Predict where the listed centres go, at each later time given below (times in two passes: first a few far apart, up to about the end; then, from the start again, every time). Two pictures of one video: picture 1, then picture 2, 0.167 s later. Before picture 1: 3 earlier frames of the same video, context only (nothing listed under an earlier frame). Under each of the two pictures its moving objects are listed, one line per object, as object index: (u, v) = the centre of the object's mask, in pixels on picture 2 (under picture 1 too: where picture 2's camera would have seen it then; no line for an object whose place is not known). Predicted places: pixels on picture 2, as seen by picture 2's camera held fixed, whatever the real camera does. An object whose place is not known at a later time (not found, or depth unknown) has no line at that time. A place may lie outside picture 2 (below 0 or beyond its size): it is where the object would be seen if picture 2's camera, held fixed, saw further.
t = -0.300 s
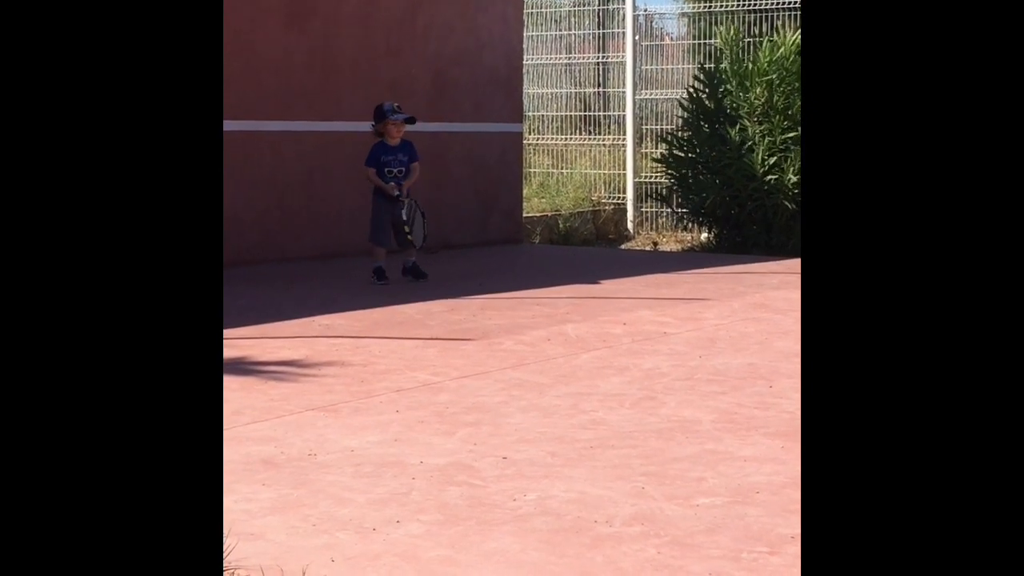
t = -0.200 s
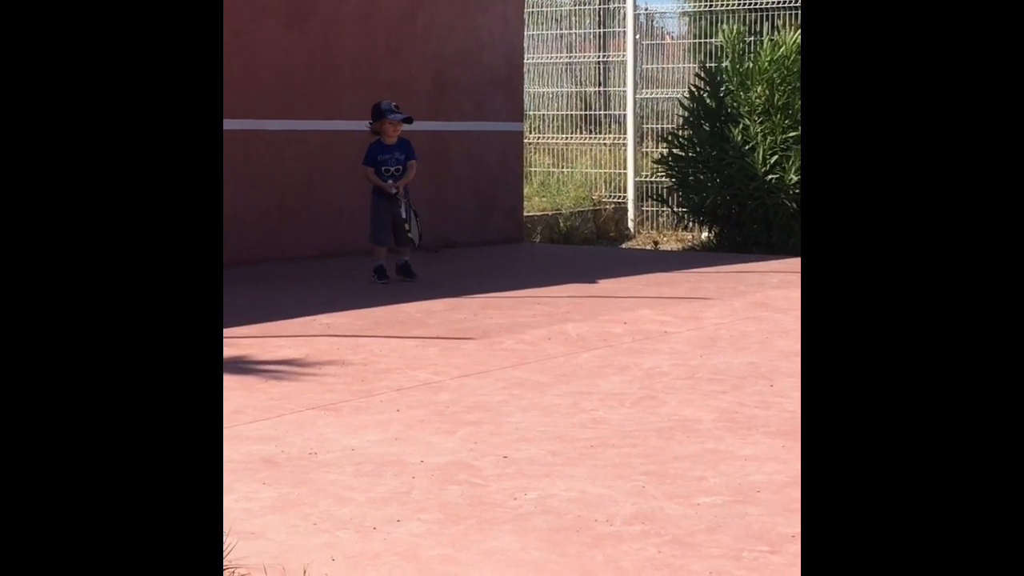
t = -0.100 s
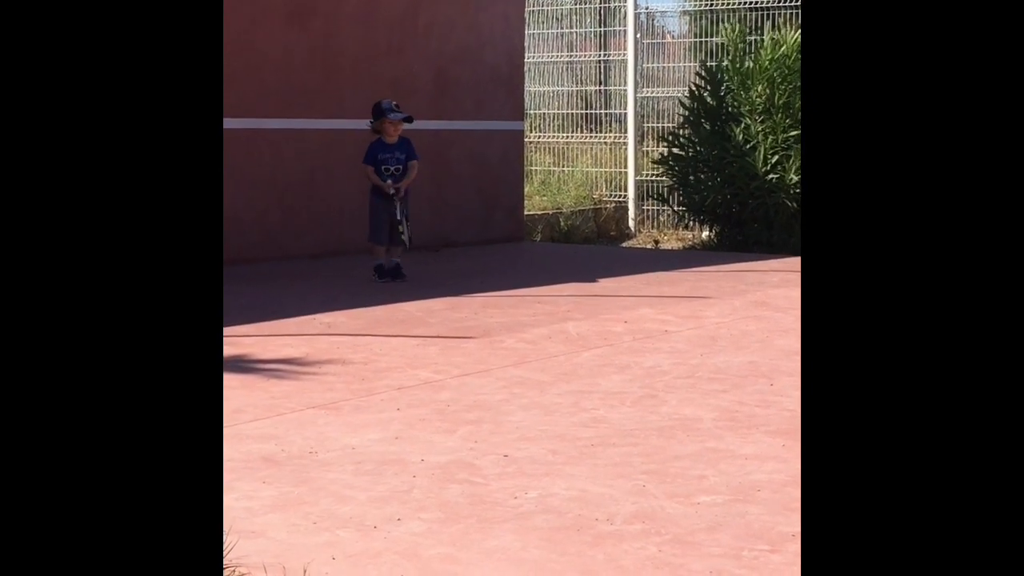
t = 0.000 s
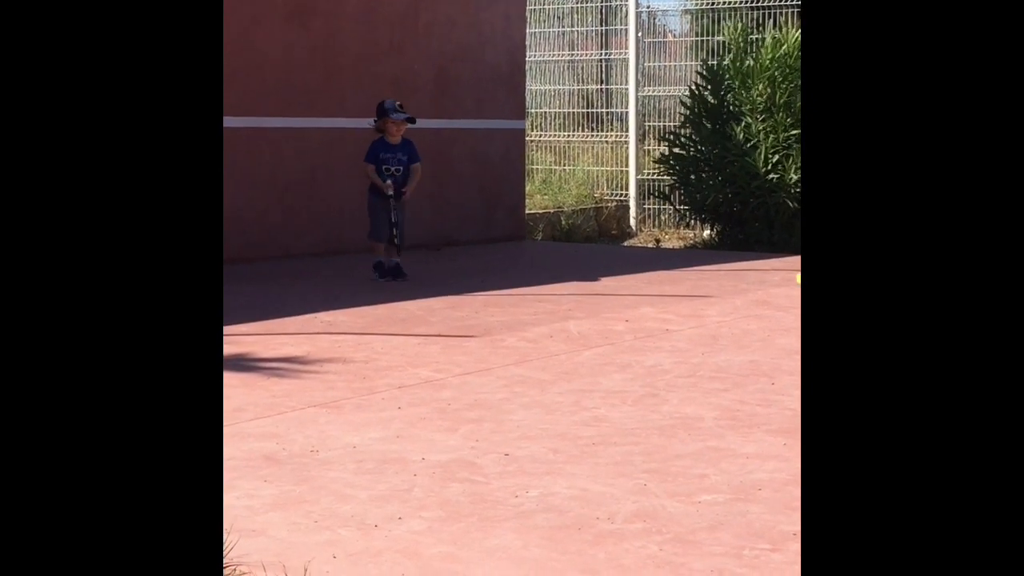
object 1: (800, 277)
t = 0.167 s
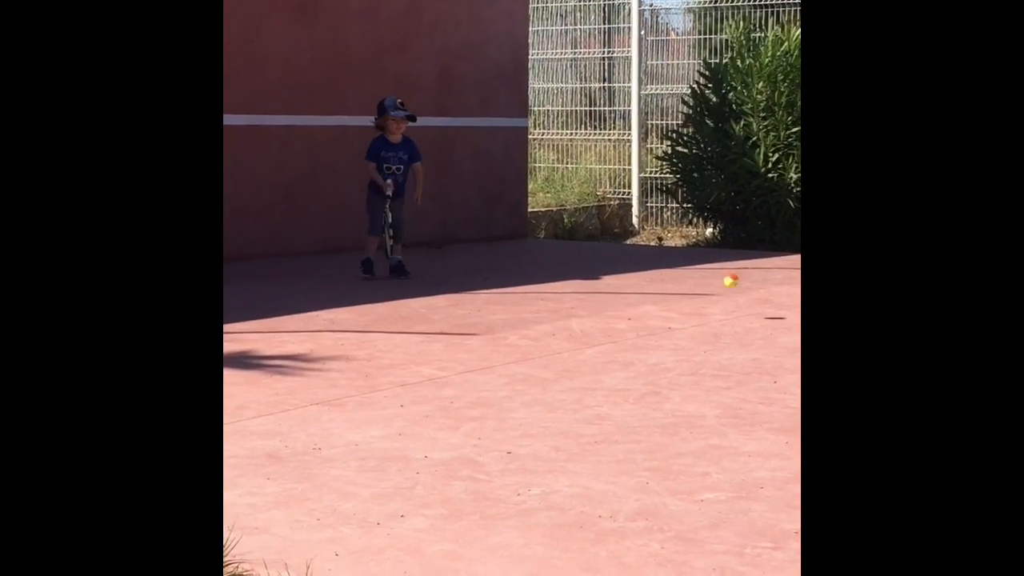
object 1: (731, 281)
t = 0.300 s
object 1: (676, 296)
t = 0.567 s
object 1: (580, 298)
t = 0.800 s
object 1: (504, 289)
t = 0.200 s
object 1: (717, 288)
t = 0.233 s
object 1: (702, 299)
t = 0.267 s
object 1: (689, 307)
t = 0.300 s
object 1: (676, 296)
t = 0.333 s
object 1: (664, 288)
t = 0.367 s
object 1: (651, 282)
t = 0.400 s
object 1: (638, 279)
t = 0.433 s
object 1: (627, 278)
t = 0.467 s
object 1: (615, 279)
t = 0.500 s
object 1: (603, 284)
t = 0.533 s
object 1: (592, 290)
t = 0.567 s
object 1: (580, 298)
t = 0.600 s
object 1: (569, 292)
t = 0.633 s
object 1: (558, 286)
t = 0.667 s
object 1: (546, 284)
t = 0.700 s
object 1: (536, 283)
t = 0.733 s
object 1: (525, 285)
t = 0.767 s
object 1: (514, 289)
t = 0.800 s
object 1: (504, 289)
